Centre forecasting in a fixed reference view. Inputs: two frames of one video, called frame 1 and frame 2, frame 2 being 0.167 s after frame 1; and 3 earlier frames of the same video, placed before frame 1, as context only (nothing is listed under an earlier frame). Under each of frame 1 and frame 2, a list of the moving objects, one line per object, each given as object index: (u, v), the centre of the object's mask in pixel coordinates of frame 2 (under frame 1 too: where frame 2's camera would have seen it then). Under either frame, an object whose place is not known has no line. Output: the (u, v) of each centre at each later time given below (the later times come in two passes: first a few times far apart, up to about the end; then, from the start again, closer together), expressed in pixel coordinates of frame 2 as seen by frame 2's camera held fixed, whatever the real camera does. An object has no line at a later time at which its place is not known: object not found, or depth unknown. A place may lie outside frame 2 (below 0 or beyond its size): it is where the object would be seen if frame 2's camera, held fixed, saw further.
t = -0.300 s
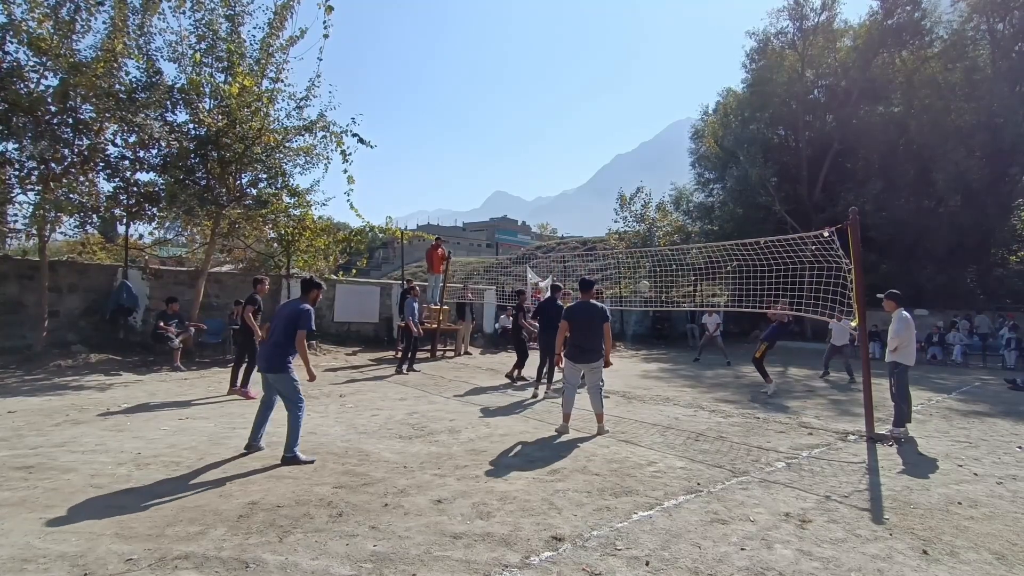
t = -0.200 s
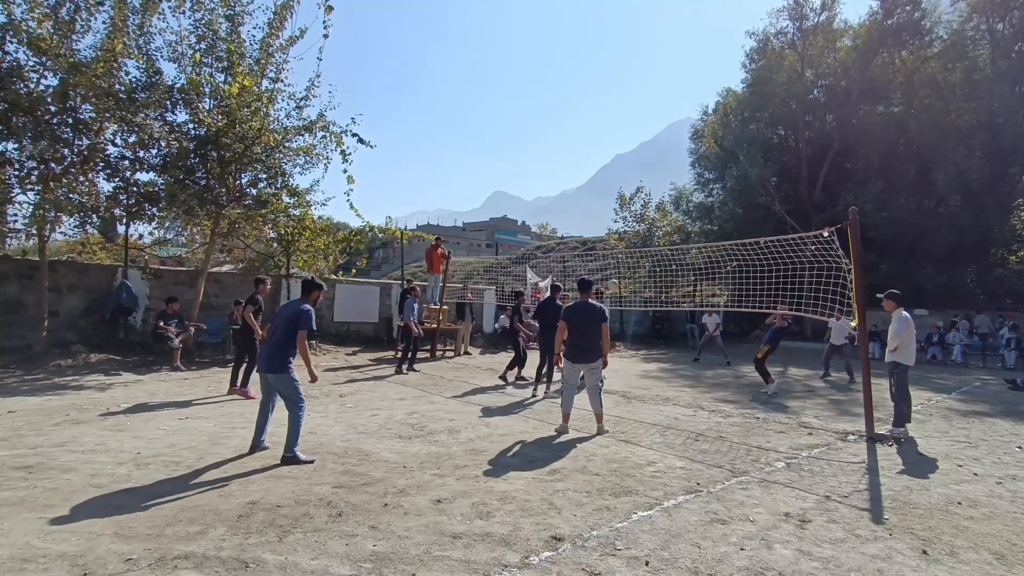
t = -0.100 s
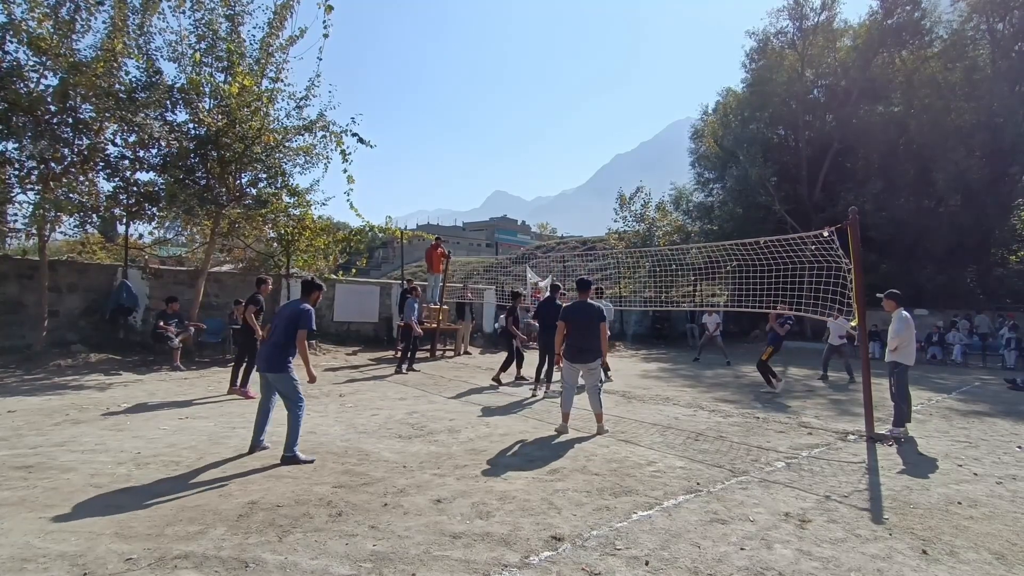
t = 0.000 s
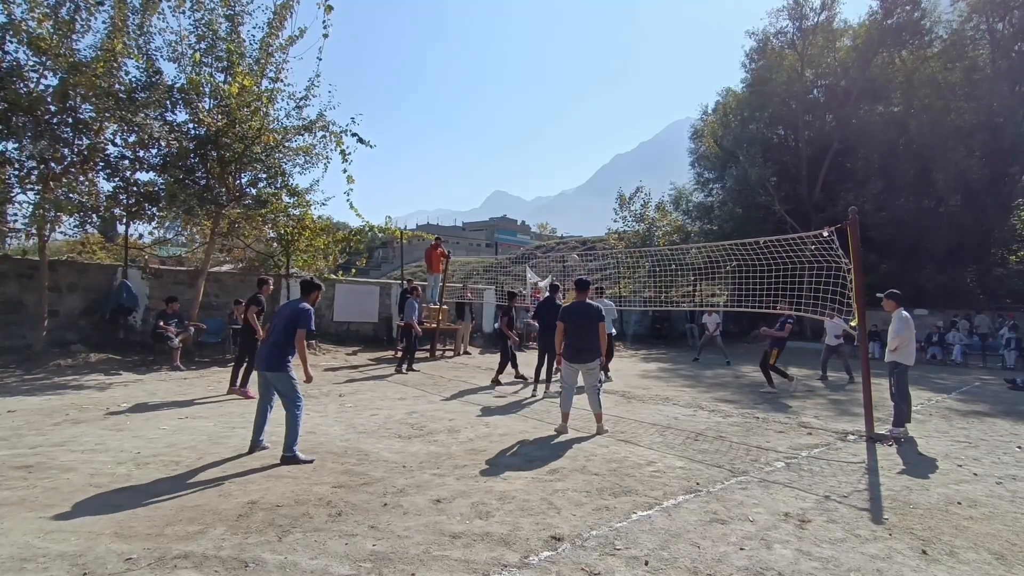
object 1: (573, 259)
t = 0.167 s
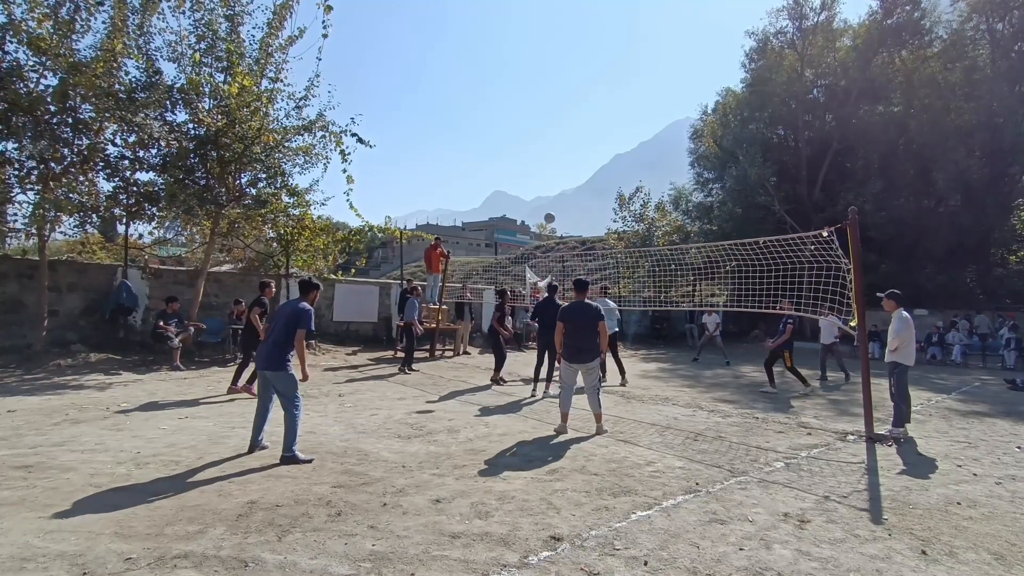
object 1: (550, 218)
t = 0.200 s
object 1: (545, 211)
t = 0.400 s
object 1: (511, 176)
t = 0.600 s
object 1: (471, 159)
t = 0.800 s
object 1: (417, 167)
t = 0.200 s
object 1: (545, 211)
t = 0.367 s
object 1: (517, 180)
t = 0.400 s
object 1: (511, 176)
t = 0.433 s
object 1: (504, 171)
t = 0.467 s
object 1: (498, 167)
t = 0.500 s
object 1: (494, 164)
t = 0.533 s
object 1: (488, 162)
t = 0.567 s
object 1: (479, 160)
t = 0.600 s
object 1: (471, 159)
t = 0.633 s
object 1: (463, 158)
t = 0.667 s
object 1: (454, 158)
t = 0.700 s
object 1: (446, 159)
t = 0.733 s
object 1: (437, 160)
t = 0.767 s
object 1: (427, 163)
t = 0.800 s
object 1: (417, 167)
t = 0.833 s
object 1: (408, 171)
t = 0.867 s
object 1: (397, 176)
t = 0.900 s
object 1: (387, 183)
